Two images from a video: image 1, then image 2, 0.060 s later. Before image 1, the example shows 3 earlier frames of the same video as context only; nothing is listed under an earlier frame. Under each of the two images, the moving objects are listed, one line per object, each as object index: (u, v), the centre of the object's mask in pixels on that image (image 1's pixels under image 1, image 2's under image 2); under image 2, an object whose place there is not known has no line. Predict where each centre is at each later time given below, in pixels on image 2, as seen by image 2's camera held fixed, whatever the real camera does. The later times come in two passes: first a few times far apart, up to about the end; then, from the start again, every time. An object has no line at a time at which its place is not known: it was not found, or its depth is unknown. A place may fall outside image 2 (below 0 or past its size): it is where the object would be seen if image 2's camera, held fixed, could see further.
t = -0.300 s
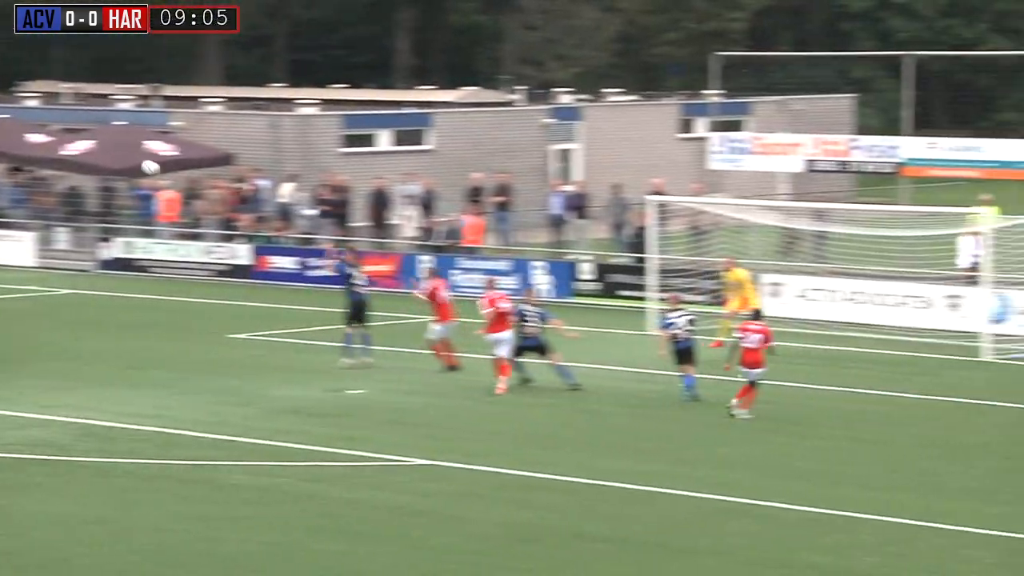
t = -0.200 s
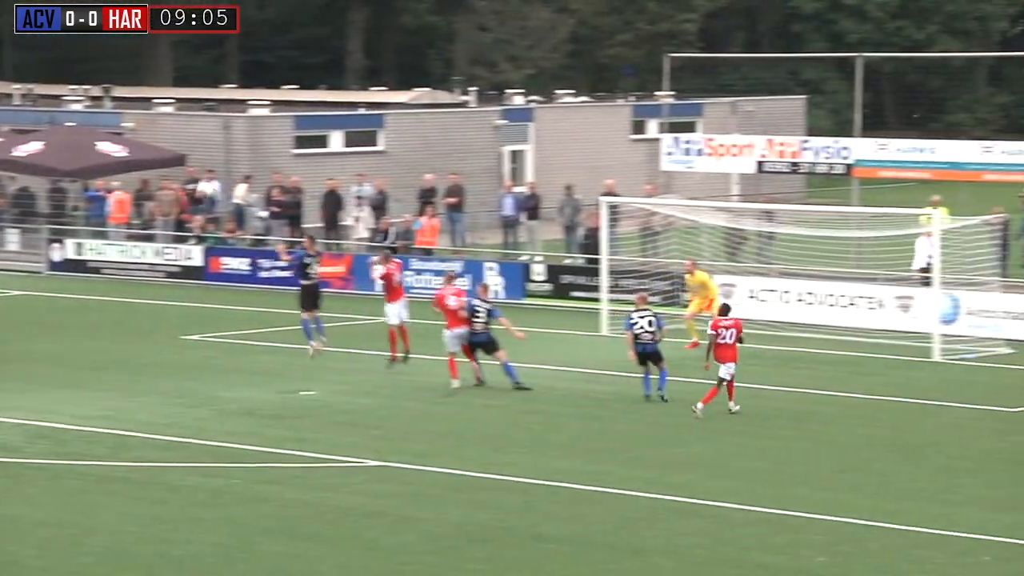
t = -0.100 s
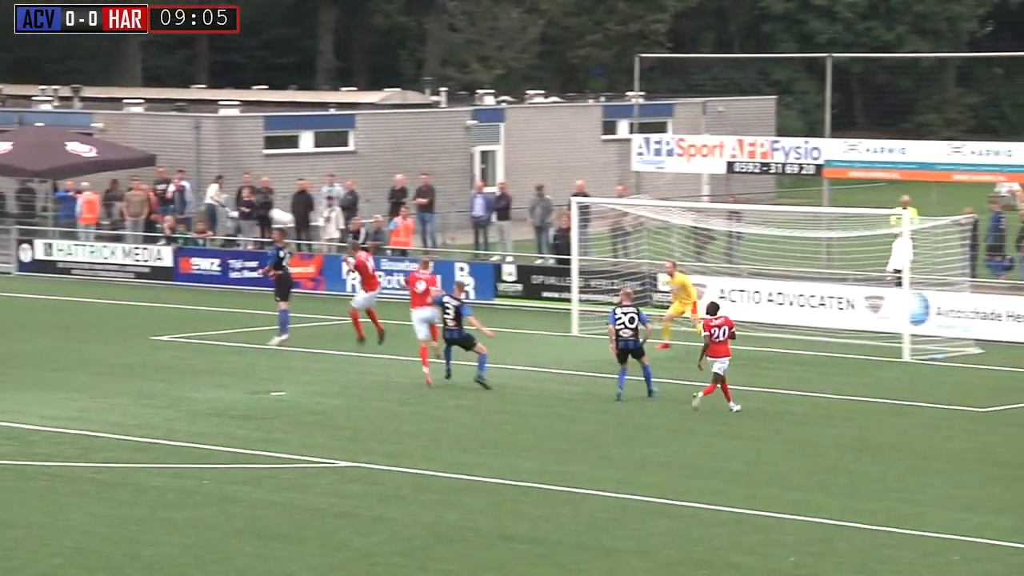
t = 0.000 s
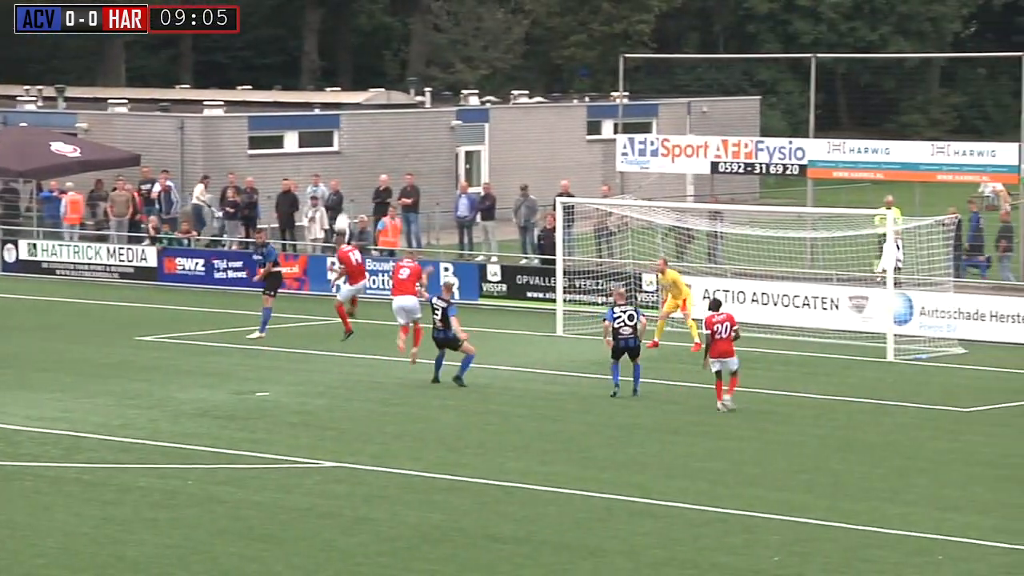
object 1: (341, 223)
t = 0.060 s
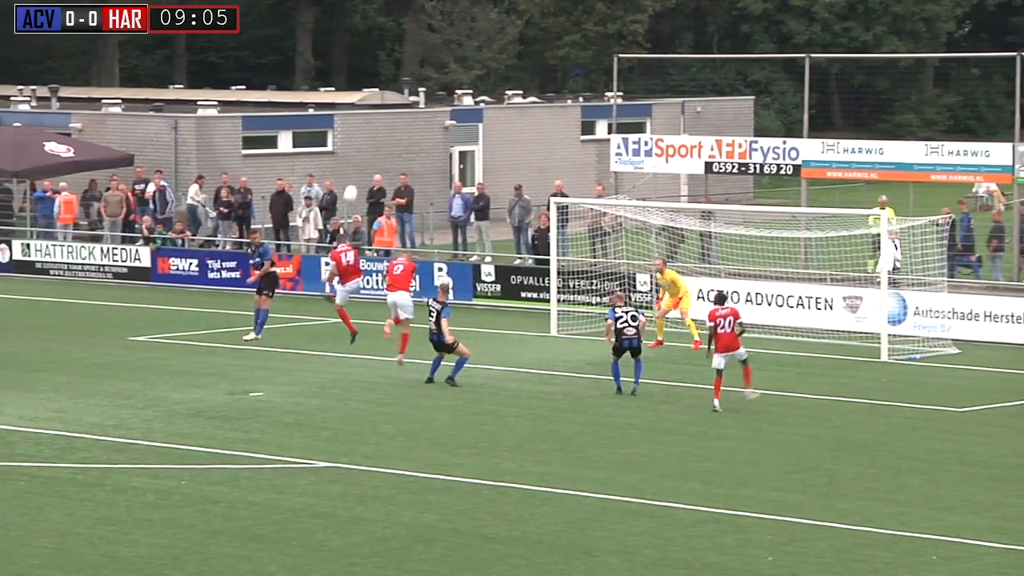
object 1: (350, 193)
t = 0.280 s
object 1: (405, 115)
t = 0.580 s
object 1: (485, 69)
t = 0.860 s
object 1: (562, 74)
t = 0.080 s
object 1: (355, 184)
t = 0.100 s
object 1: (359, 176)
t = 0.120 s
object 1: (364, 167)
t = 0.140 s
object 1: (369, 160)
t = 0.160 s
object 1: (374, 153)
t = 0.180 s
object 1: (379, 146)
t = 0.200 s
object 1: (384, 139)
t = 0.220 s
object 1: (389, 133)
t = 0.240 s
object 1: (394, 127)
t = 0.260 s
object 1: (399, 121)
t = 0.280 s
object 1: (405, 115)
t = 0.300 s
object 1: (410, 110)
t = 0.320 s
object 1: (415, 104)
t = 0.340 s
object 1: (420, 102)
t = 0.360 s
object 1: (426, 96)
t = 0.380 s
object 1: (431, 93)
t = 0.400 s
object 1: (436, 90)
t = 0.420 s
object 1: (441, 87)
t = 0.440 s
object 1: (447, 84)
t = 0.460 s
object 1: (452, 81)
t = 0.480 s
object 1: (457, 78)
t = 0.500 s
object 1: (463, 76)
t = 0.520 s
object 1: (468, 74)
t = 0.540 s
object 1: (474, 72)
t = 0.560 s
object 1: (479, 70)
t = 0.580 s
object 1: (485, 69)
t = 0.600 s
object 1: (491, 68)
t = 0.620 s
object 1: (496, 67)
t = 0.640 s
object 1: (501, 67)
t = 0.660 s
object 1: (507, 66)
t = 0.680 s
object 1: (513, 66)
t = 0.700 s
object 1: (518, 66)
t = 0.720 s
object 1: (523, 66)
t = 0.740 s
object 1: (529, 67)
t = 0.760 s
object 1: (534, 68)
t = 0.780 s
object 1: (540, 68)
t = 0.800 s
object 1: (546, 70)
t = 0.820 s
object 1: (551, 71)
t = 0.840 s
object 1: (556, 73)
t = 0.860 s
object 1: (562, 74)
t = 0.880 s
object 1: (568, 76)
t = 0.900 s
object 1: (573, 78)
